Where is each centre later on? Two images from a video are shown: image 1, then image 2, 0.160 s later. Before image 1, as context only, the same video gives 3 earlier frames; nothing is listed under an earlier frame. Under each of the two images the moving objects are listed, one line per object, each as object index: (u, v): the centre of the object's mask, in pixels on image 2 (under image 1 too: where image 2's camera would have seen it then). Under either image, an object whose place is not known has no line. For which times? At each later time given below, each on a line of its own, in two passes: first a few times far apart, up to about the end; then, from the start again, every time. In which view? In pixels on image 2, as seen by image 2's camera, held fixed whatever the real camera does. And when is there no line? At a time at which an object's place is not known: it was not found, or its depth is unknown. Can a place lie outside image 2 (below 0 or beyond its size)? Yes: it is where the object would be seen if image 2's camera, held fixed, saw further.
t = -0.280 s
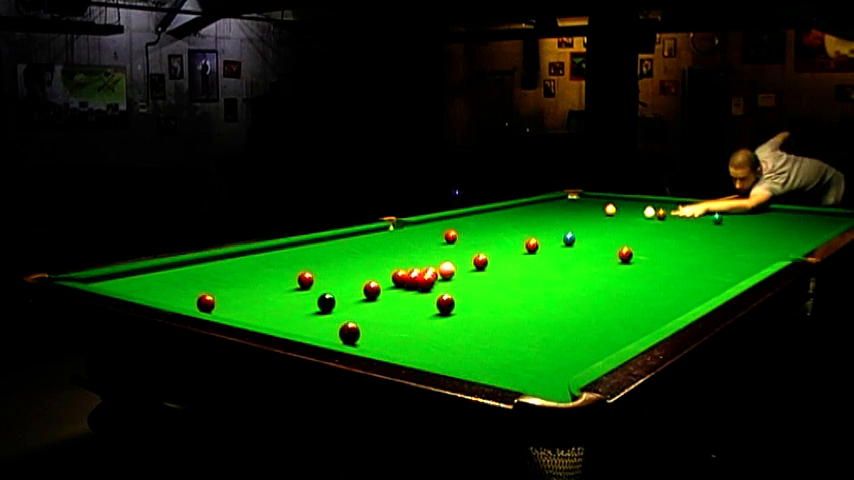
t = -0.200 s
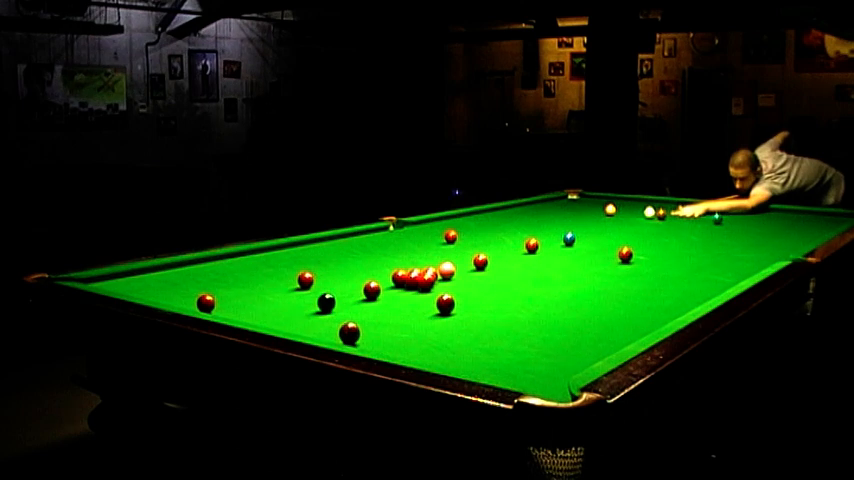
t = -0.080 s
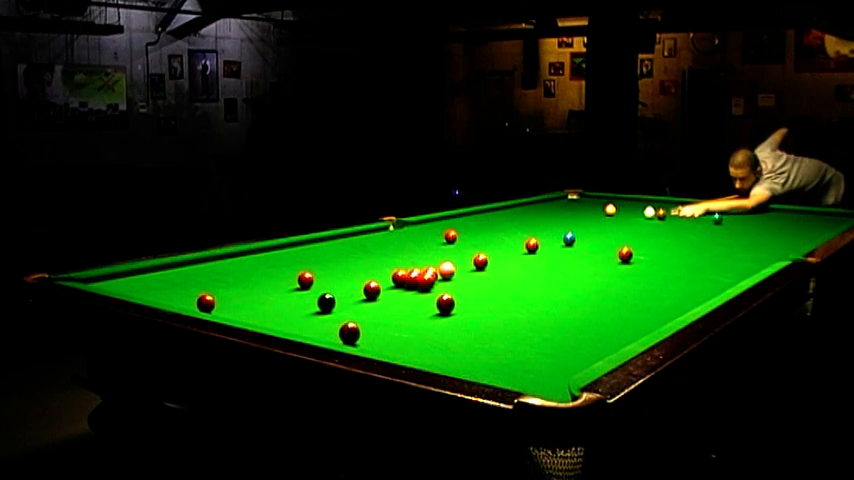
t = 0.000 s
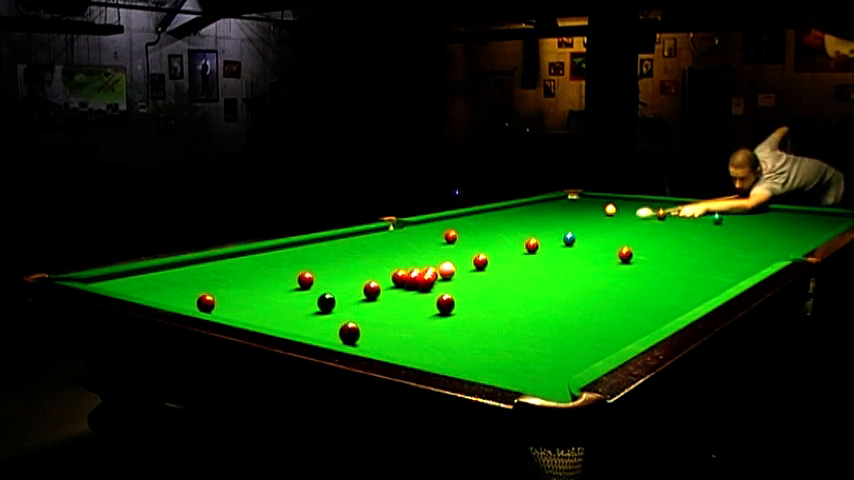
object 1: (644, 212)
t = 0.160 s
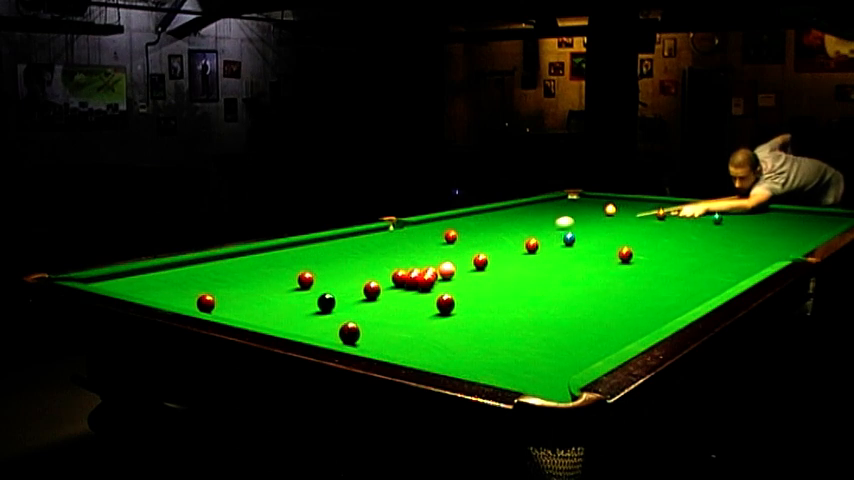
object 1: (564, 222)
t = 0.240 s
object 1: (521, 227)
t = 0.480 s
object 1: (456, 235)
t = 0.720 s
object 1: (450, 235)
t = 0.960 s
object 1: (445, 235)
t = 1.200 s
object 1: (441, 236)
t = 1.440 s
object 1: (437, 236)
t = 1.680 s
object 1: (435, 236)
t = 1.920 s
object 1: (434, 236)
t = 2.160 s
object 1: (433, 236)
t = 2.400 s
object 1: (434, 236)
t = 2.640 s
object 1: (434, 236)
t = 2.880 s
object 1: (434, 236)
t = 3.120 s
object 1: (434, 236)
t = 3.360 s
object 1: (434, 236)
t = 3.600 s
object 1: (434, 236)
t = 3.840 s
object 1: (434, 236)
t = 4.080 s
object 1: (434, 236)
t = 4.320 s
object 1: (434, 236)
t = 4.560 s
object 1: (434, 236)
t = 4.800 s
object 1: (434, 236)
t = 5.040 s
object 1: (434, 236)
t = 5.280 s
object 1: (434, 236)
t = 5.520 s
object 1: (434, 236)
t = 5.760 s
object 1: (434, 236)
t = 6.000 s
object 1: (434, 237)
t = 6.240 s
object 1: (434, 236)
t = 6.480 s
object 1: (434, 236)
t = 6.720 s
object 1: (434, 236)
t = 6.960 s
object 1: (434, 236)
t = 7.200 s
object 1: (434, 236)
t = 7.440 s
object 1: (434, 236)
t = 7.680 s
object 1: (434, 236)
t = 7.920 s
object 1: (434, 237)
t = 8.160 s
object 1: (434, 236)
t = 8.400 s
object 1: (434, 237)
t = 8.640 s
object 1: (434, 237)
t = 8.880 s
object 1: (434, 236)
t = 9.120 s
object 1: (434, 236)
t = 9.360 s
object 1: (434, 236)
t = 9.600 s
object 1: (434, 236)
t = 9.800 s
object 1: (434, 236)
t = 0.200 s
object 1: (543, 224)
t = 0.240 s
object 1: (521, 227)
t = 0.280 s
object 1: (499, 229)
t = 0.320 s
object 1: (477, 232)
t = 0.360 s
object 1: (459, 234)
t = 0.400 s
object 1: (458, 234)
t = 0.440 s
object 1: (457, 235)
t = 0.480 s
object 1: (456, 235)
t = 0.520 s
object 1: (455, 234)
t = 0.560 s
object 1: (454, 235)
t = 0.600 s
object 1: (453, 235)
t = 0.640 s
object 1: (452, 235)
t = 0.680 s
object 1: (451, 235)
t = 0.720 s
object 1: (450, 235)
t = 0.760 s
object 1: (449, 235)
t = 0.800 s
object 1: (448, 235)
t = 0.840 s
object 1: (447, 235)
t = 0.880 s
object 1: (446, 235)
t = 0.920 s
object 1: (446, 235)
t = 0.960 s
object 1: (445, 235)
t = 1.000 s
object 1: (444, 235)
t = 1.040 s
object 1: (443, 235)
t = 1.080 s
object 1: (443, 235)
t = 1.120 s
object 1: (442, 236)
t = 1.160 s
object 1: (441, 236)
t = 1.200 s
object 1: (441, 236)
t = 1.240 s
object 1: (440, 236)
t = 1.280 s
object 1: (439, 236)
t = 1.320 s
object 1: (439, 236)
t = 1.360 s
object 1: (438, 236)
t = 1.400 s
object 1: (438, 236)
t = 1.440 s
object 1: (437, 236)
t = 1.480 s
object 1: (437, 236)
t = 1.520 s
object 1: (436, 236)
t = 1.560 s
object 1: (436, 236)
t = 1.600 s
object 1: (436, 236)
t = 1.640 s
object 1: (435, 236)
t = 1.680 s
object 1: (435, 236)
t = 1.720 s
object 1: (435, 236)
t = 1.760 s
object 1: (434, 236)
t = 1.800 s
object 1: (434, 236)
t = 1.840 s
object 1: (434, 236)
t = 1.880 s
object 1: (434, 236)
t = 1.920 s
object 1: (434, 236)
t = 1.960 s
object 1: (434, 236)
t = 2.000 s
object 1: (433, 236)
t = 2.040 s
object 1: (433, 236)
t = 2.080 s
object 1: (433, 236)
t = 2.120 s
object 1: (433, 236)
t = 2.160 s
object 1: (433, 236)
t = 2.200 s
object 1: (433, 236)
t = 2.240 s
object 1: (433, 236)
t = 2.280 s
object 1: (433, 236)
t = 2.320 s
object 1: (434, 236)
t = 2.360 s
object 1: (434, 236)
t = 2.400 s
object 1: (434, 236)
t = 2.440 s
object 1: (434, 236)
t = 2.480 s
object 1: (434, 236)
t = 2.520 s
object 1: (434, 236)
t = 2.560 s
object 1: (434, 236)
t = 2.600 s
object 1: (434, 236)
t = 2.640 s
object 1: (434, 236)
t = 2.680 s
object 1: (434, 236)
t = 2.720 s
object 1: (434, 236)
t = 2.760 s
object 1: (434, 236)
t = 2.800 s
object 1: (434, 236)
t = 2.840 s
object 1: (434, 236)
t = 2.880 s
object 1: (434, 236)
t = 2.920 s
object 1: (434, 236)
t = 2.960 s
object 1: (434, 236)
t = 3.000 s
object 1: (434, 236)
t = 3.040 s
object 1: (434, 236)
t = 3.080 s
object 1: (434, 236)
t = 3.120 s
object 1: (434, 236)
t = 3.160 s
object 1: (434, 236)
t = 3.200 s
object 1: (434, 236)
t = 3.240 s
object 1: (434, 236)
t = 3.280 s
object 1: (434, 236)
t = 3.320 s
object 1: (434, 236)
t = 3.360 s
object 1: (434, 236)
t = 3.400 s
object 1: (434, 236)
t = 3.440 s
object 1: (434, 236)
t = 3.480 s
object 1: (434, 236)
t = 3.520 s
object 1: (434, 236)
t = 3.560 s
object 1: (434, 236)
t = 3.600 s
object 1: (434, 236)
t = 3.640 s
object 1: (434, 236)
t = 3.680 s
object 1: (434, 236)
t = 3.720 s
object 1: (434, 236)
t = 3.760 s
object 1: (434, 236)
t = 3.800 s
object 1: (434, 236)
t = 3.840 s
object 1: (434, 236)
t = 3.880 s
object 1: (434, 236)
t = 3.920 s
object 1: (434, 236)
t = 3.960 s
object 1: (434, 236)
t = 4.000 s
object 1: (434, 236)
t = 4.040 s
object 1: (434, 236)
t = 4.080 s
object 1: (434, 236)
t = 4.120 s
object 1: (434, 236)
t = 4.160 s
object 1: (434, 236)
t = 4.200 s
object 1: (434, 236)
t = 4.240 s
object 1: (434, 236)
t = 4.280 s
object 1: (434, 236)
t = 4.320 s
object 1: (434, 236)
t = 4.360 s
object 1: (434, 236)
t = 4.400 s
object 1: (434, 236)
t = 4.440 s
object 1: (434, 236)
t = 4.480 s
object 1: (434, 236)
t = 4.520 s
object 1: (434, 236)
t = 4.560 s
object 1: (434, 236)
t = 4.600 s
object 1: (434, 236)
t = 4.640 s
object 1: (434, 236)
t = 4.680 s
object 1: (434, 236)
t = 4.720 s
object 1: (434, 236)
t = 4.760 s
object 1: (434, 236)
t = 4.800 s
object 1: (434, 236)
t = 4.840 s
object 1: (434, 236)
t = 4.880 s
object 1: (434, 236)
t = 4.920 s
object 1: (434, 236)
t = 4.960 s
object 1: (434, 236)
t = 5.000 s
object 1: (434, 236)
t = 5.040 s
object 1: (434, 236)
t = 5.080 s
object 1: (434, 236)
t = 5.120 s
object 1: (434, 236)
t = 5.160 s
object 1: (434, 236)
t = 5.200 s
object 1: (434, 236)
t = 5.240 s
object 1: (434, 236)
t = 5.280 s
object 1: (434, 236)
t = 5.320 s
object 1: (434, 236)
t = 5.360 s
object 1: (434, 236)
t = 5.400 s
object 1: (434, 236)
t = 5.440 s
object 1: (434, 236)
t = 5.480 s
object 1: (434, 236)
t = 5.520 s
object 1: (434, 236)
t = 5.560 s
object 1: (434, 236)
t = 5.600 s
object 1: (434, 237)
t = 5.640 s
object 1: (434, 236)
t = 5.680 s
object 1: (434, 237)
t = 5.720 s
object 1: (434, 236)
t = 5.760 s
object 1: (434, 236)
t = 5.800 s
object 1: (434, 236)
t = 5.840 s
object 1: (434, 237)
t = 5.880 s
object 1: (434, 236)
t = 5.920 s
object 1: (434, 236)
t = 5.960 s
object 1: (434, 236)
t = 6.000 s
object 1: (434, 237)
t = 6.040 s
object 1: (434, 236)
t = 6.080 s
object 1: (434, 236)
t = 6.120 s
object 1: (434, 236)
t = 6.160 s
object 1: (434, 236)
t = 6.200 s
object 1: (434, 236)
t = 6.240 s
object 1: (434, 236)
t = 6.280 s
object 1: (434, 236)
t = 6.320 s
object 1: (434, 236)
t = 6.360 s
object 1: (434, 236)
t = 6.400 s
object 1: (434, 236)
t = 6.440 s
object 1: (434, 236)
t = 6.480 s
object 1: (434, 236)
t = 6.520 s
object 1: (434, 236)
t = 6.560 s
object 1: (434, 236)
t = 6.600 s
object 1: (434, 236)
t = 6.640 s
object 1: (434, 236)
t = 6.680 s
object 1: (434, 236)
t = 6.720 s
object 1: (434, 236)
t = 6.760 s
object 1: (434, 236)
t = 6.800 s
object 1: (434, 236)
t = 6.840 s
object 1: (434, 236)
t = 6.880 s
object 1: (434, 236)
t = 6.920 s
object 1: (434, 237)
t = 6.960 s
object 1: (434, 236)
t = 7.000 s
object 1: (434, 237)
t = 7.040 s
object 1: (434, 236)
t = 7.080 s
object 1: (434, 236)
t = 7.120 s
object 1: (434, 236)
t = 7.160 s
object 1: (434, 237)
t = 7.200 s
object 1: (434, 236)
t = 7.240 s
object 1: (434, 236)
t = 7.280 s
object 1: (434, 236)
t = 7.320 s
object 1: (434, 236)
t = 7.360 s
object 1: (434, 236)
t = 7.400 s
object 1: (434, 236)
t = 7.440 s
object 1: (434, 236)
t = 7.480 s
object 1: (434, 236)
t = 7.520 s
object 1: (434, 236)
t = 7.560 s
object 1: (434, 236)
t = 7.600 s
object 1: (434, 236)
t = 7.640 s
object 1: (434, 236)
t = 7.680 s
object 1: (434, 236)
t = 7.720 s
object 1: (434, 236)
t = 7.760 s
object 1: (434, 236)
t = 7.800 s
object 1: (434, 236)
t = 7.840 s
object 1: (434, 236)
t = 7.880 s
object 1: (434, 236)
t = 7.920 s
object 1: (434, 237)
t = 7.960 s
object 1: (434, 236)
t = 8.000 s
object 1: (434, 236)
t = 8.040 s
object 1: (434, 236)
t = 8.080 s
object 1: (434, 236)
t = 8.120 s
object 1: (434, 237)
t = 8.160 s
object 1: (434, 236)
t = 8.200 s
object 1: (434, 237)
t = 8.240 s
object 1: (434, 236)
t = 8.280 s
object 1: (434, 237)
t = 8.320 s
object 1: (434, 237)
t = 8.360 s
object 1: (434, 236)
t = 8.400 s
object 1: (434, 237)
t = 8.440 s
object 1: (434, 237)
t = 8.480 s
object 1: (434, 237)
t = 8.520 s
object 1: (434, 237)
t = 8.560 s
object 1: (434, 237)
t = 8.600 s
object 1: (434, 237)
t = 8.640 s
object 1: (434, 237)
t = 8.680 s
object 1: (434, 237)
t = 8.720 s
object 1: (434, 237)
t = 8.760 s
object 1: (434, 237)
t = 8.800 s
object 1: (434, 237)
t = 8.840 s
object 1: (434, 236)
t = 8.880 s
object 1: (434, 236)
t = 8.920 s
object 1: (434, 236)
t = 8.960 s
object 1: (434, 236)
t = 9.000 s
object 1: (434, 236)
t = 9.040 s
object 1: (434, 236)
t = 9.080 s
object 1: (434, 236)
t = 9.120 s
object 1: (434, 236)
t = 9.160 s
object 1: (434, 236)
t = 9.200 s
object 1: (434, 236)
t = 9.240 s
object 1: (434, 236)
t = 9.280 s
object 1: (434, 236)
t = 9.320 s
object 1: (434, 237)
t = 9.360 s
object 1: (434, 236)
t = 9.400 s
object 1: (434, 236)
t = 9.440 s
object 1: (434, 236)
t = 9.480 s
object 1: (434, 236)
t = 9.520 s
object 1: (434, 236)
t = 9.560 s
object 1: (434, 236)
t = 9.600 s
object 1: (434, 236)
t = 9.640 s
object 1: (434, 236)
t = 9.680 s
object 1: (434, 236)
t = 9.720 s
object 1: (434, 236)
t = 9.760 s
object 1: (434, 237)
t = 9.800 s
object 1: (434, 236)
